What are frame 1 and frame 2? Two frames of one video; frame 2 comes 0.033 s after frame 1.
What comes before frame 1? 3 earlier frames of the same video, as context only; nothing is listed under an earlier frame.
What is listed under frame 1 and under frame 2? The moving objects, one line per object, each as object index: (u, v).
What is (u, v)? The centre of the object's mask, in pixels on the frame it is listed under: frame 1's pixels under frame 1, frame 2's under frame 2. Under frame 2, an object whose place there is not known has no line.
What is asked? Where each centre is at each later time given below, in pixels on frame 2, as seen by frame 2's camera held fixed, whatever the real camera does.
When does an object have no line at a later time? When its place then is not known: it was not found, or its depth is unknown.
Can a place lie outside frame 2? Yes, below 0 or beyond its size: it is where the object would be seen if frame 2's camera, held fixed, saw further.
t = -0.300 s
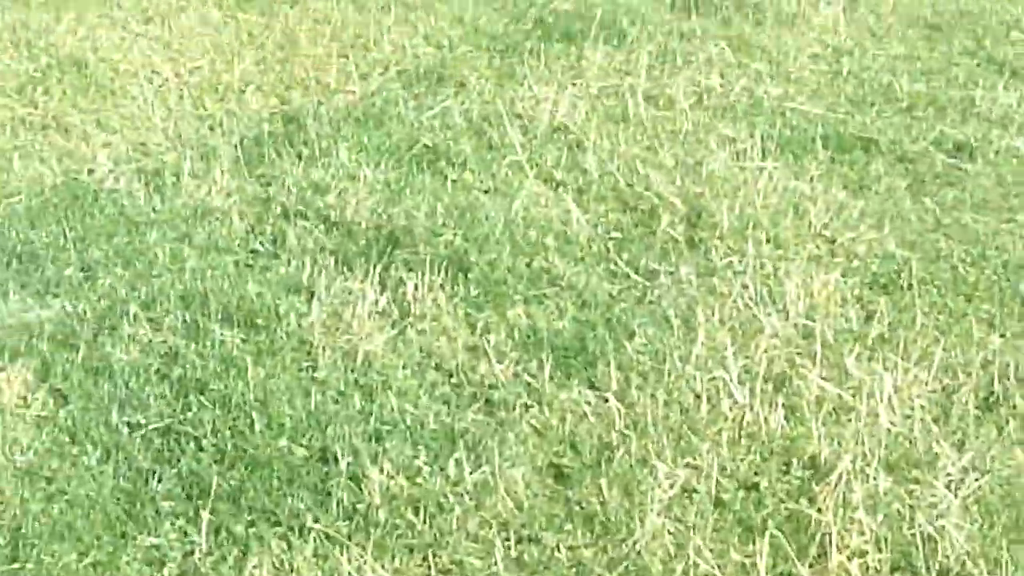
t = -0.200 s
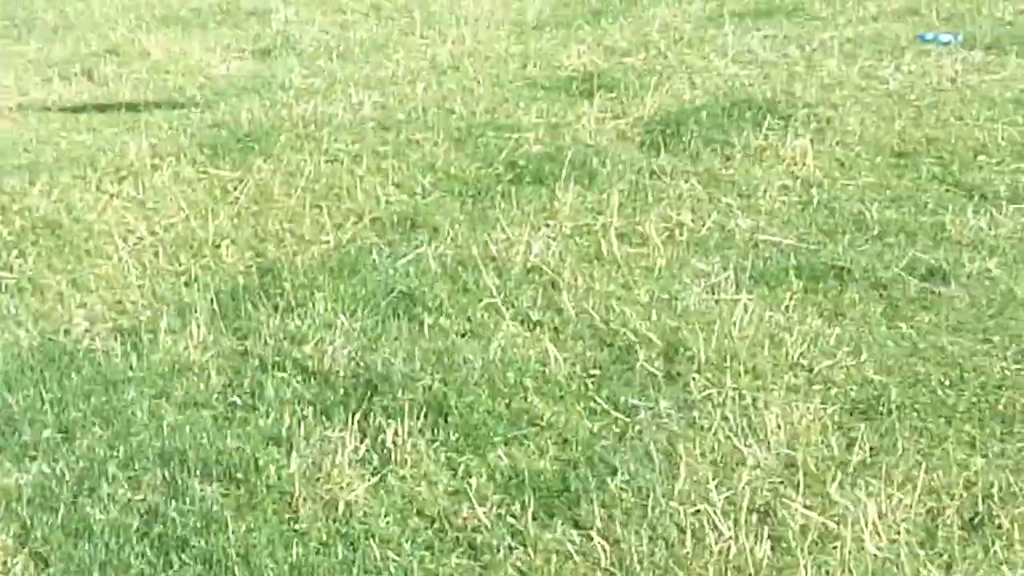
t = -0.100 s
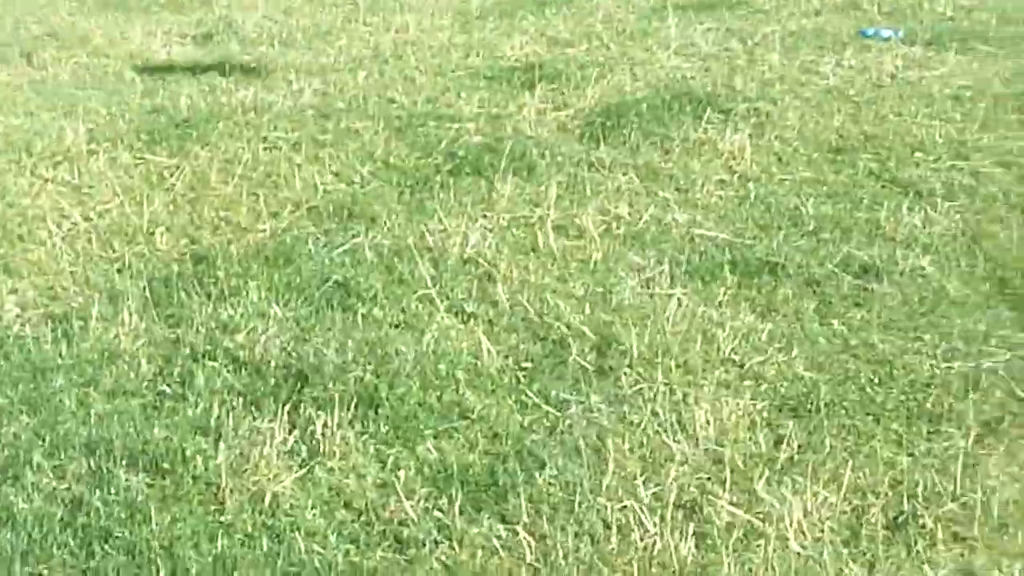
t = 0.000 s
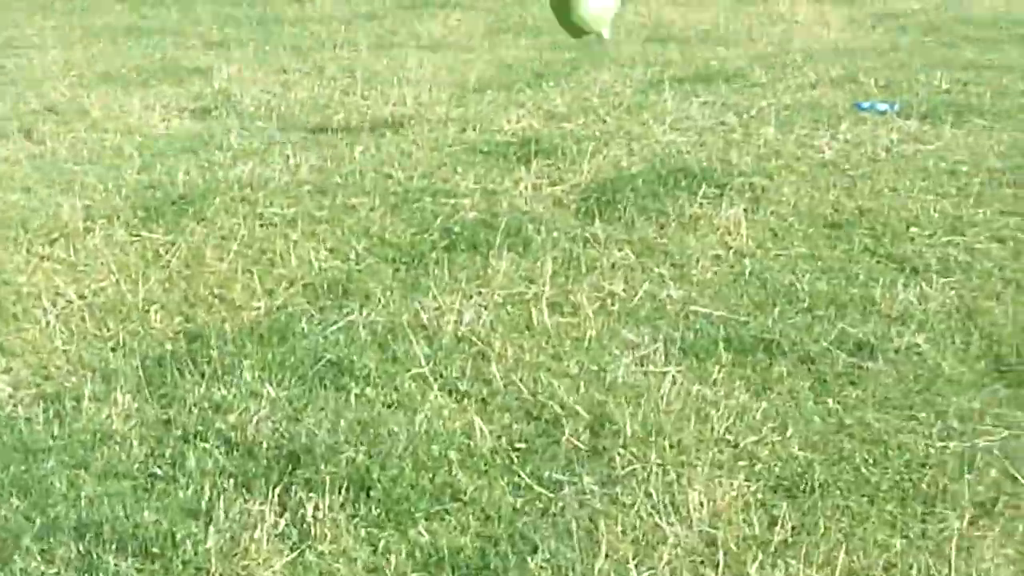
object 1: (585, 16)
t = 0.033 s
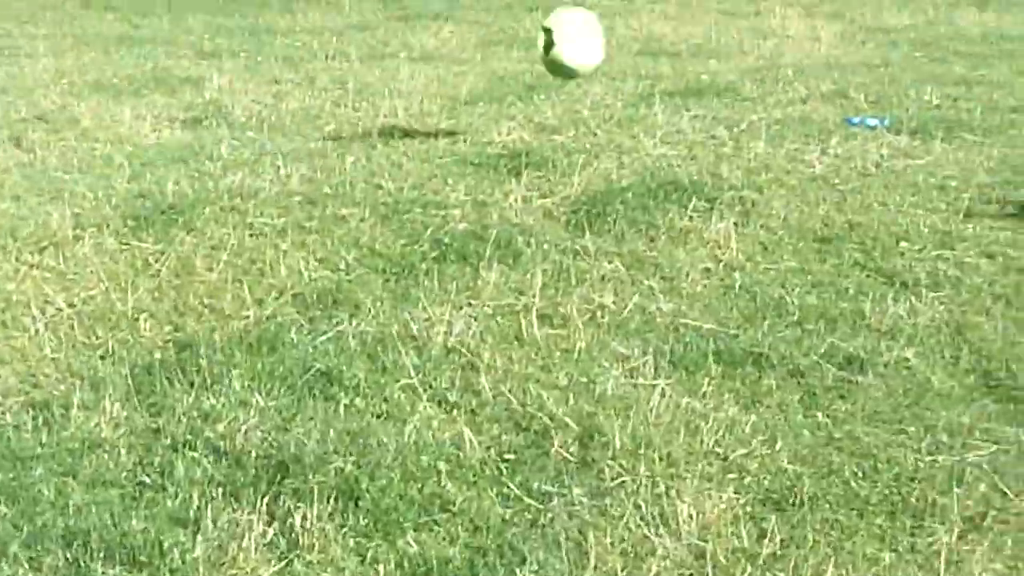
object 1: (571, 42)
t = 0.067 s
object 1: (569, 74)
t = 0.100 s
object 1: (561, 99)
